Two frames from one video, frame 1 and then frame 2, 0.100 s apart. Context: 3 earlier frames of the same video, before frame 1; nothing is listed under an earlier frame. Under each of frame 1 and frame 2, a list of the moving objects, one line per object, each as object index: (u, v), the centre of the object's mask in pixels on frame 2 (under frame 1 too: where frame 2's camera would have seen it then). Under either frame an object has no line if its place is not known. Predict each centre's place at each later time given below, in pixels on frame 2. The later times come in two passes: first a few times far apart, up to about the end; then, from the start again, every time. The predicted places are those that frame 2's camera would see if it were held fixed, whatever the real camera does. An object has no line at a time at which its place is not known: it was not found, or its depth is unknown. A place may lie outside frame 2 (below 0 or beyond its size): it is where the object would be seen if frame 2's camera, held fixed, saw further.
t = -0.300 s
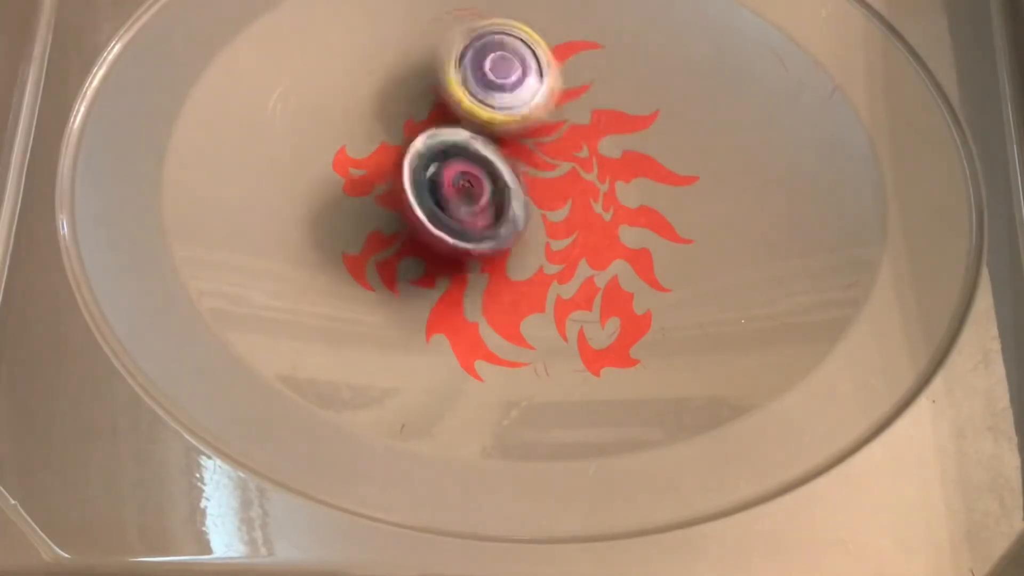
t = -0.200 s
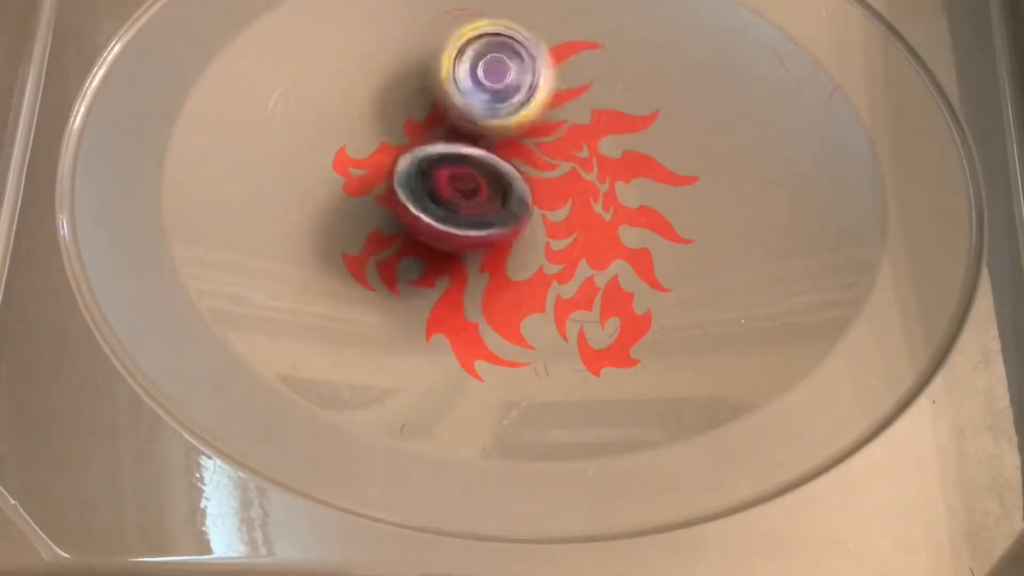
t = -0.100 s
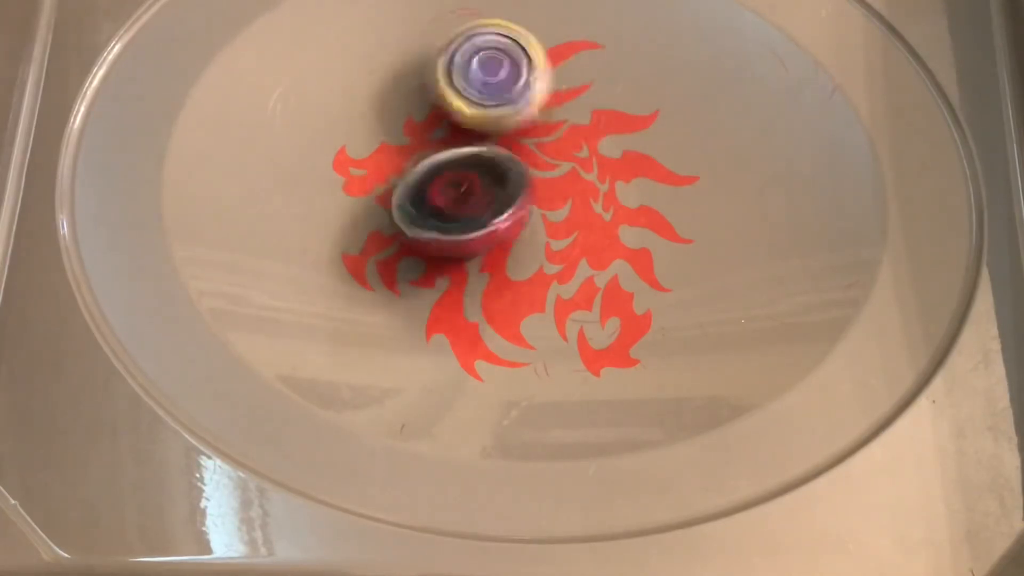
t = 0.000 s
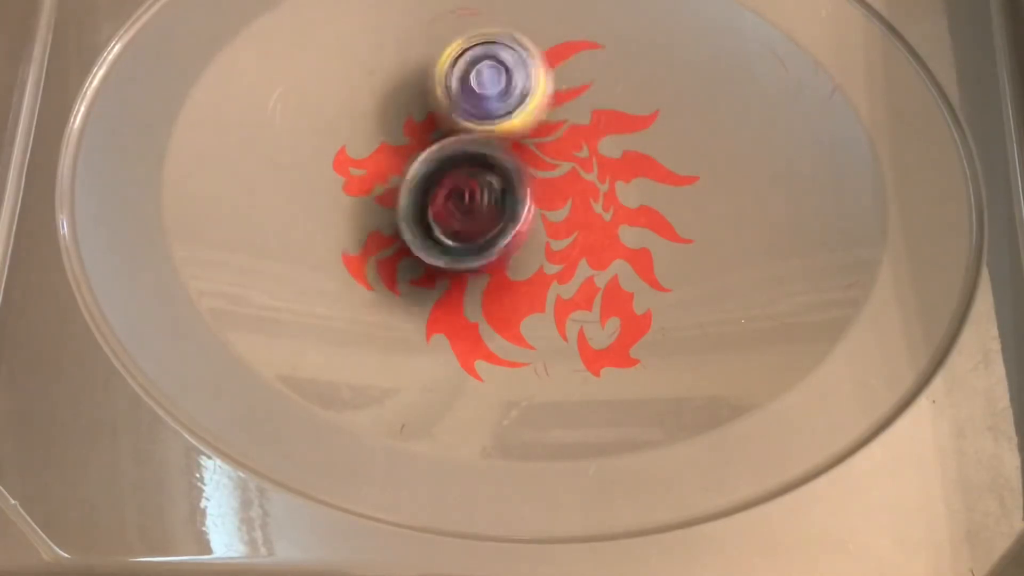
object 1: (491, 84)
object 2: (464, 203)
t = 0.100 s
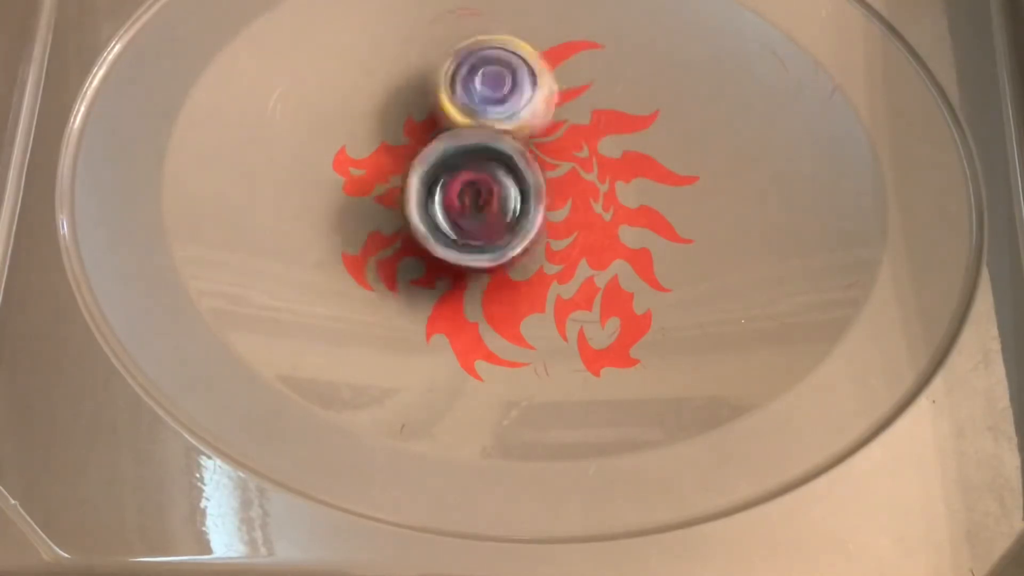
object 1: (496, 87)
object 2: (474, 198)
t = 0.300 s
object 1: (494, 86)
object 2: (484, 226)
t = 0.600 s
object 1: (493, 97)
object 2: (481, 220)
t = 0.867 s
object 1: (480, 82)
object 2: (448, 244)
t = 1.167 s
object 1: (491, 118)
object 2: (414, 264)
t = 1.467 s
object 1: (508, 163)
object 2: (394, 221)
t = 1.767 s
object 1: (535, 218)
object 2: (406, 225)
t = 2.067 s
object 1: (575, 298)
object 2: (406, 225)
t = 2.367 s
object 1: (614, 278)
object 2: (407, 224)
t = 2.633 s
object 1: (578, 232)
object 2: (406, 224)
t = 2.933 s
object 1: (547, 280)
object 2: (406, 224)
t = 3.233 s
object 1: (556, 288)
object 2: (406, 224)
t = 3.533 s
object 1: (543, 267)
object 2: (406, 224)
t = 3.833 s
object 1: (567, 234)
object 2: (406, 224)
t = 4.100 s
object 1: (600, 237)
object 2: (406, 224)
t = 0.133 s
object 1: (494, 87)
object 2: (476, 203)
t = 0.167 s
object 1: (495, 87)
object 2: (482, 214)
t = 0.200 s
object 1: (497, 85)
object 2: (485, 218)
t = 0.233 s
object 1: (501, 84)
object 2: (481, 221)
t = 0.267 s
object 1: (498, 86)
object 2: (483, 226)
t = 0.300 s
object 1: (494, 86)
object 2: (484, 226)
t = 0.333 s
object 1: (495, 86)
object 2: (487, 228)
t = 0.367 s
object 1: (494, 86)
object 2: (489, 229)
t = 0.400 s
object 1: (499, 85)
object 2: (490, 228)
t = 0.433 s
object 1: (500, 89)
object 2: (488, 224)
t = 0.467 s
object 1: (497, 91)
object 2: (484, 224)
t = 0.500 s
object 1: (497, 94)
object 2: (481, 221)
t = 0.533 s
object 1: (495, 94)
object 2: (481, 219)
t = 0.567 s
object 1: (495, 94)
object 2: (480, 219)
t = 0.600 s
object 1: (493, 97)
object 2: (481, 220)
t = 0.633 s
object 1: (488, 98)
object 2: (479, 218)
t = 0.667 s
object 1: (488, 99)
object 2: (477, 216)
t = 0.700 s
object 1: (484, 99)
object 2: (475, 213)
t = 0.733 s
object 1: (481, 99)
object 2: (475, 214)
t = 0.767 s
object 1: (481, 96)
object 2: (473, 220)
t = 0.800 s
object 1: (479, 92)
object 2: (466, 229)
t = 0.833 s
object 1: (478, 84)
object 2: (457, 237)
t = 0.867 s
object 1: (480, 82)
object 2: (448, 244)
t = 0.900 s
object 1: (479, 81)
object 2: (440, 251)
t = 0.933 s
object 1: (480, 80)
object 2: (431, 257)
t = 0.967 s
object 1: (479, 83)
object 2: (425, 261)
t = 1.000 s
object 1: (479, 86)
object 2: (417, 265)
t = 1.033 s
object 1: (481, 89)
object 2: (412, 266)
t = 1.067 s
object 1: (486, 94)
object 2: (409, 267)
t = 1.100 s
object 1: (487, 101)
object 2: (408, 267)
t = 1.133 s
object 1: (490, 110)
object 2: (411, 267)
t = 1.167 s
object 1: (491, 118)
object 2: (414, 264)
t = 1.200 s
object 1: (490, 126)
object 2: (417, 259)
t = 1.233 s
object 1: (488, 135)
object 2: (420, 253)
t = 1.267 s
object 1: (487, 141)
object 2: (424, 247)
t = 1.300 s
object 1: (491, 145)
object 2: (422, 240)
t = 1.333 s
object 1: (496, 150)
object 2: (416, 234)
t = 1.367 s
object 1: (496, 157)
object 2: (410, 227)
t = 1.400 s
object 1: (493, 160)
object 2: (405, 225)
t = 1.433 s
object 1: (501, 162)
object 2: (398, 221)
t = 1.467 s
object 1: (508, 163)
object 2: (394, 221)
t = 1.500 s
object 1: (519, 169)
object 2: (393, 220)
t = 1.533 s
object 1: (525, 178)
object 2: (393, 220)
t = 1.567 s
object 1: (522, 185)
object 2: (394, 220)
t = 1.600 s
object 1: (521, 188)
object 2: (397, 221)
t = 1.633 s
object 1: (523, 192)
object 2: (401, 222)
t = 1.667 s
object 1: (527, 192)
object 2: (406, 224)
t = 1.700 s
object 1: (531, 201)
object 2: (406, 225)
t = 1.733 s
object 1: (533, 211)
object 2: (406, 225)
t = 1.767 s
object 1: (535, 218)
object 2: (406, 225)
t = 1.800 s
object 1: (534, 227)
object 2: (406, 225)
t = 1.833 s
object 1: (536, 241)
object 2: (404, 224)
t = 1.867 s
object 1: (536, 252)
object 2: (405, 224)
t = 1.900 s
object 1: (537, 263)
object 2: (407, 225)
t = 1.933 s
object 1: (542, 276)
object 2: (408, 226)
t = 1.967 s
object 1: (549, 285)
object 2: (408, 226)
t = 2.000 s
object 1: (559, 292)
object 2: (407, 225)
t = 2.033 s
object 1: (568, 297)
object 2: (406, 224)
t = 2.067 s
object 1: (575, 298)
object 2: (406, 225)
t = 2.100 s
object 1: (581, 297)
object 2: (407, 225)
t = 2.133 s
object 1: (585, 296)
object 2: (406, 224)
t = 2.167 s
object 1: (589, 296)
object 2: (406, 225)
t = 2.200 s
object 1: (593, 295)
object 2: (407, 225)
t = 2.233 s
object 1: (597, 294)
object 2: (406, 225)
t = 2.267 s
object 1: (602, 291)
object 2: (406, 224)
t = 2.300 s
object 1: (606, 289)
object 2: (406, 225)
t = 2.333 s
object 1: (610, 285)
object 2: (406, 225)
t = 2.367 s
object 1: (614, 278)
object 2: (407, 224)
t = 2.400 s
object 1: (617, 273)
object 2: (407, 224)
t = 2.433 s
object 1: (618, 267)
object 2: (406, 224)
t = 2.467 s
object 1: (619, 260)
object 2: (406, 225)
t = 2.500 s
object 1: (615, 253)
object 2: (407, 224)
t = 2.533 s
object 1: (608, 245)
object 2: (406, 225)
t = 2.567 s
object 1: (600, 238)
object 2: (406, 224)
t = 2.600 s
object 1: (589, 232)
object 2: (406, 224)
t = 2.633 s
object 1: (578, 232)
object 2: (406, 224)
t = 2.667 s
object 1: (566, 235)
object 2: (407, 225)
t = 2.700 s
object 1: (559, 237)
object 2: (407, 224)
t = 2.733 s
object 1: (552, 243)
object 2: (406, 224)
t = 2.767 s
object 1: (546, 250)
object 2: (406, 225)
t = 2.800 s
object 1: (543, 257)
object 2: (406, 224)
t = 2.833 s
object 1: (543, 265)
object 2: (406, 224)
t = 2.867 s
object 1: (545, 270)
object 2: (406, 224)
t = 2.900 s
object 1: (545, 275)
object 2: (406, 224)
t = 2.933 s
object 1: (547, 280)
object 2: (406, 224)
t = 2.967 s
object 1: (550, 283)
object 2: (406, 225)
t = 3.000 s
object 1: (552, 285)
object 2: (406, 225)
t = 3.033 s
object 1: (554, 286)
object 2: (406, 225)
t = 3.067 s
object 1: (555, 287)
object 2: (406, 225)
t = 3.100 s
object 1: (556, 287)
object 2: (406, 225)
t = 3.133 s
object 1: (556, 287)
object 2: (407, 225)
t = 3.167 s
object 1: (556, 288)
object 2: (406, 225)
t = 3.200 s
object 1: (556, 288)
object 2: (406, 224)
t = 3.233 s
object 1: (556, 288)
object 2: (406, 224)
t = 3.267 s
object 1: (556, 287)
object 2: (406, 224)
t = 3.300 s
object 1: (555, 286)
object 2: (406, 224)
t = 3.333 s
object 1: (554, 285)
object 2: (406, 224)
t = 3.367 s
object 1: (551, 284)
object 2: (407, 224)
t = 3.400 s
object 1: (548, 281)
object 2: (406, 224)
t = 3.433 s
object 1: (547, 278)
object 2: (407, 224)
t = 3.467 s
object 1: (545, 275)
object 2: (406, 224)
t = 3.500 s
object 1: (544, 271)
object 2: (406, 224)
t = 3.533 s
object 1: (543, 267)
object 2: (406, 224)
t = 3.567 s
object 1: (543, 262)
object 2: (407, 224)
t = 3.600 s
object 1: (542, 257)
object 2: (406, 224)
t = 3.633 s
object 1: (544, 252)
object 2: (406, 224)
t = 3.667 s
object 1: (548, 245)
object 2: (406, 224)
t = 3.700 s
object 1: (552, 240)
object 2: (406, 224)
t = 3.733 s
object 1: (556, 237)
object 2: (407, 224)
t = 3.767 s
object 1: (560, 235)
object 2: (407, 225)
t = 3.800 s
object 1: (564, 234)
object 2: (407, 225)
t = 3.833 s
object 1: (567, 234)
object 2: (406, 224)
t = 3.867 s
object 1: (570, 234)
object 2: (406, 225)
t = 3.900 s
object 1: (576, 231)
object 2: (406, 224)
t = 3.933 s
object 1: (581, 230)
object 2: (406, 224)
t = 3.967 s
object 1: (584, 230)
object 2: (406, 225)
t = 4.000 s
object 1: (588, 231)
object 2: (406, 224)
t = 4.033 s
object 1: (592, 233)
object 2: (406, 224)
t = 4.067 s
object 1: (595, 235)
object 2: (406, 224)
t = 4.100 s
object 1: (600, 237)
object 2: (406, 224)
